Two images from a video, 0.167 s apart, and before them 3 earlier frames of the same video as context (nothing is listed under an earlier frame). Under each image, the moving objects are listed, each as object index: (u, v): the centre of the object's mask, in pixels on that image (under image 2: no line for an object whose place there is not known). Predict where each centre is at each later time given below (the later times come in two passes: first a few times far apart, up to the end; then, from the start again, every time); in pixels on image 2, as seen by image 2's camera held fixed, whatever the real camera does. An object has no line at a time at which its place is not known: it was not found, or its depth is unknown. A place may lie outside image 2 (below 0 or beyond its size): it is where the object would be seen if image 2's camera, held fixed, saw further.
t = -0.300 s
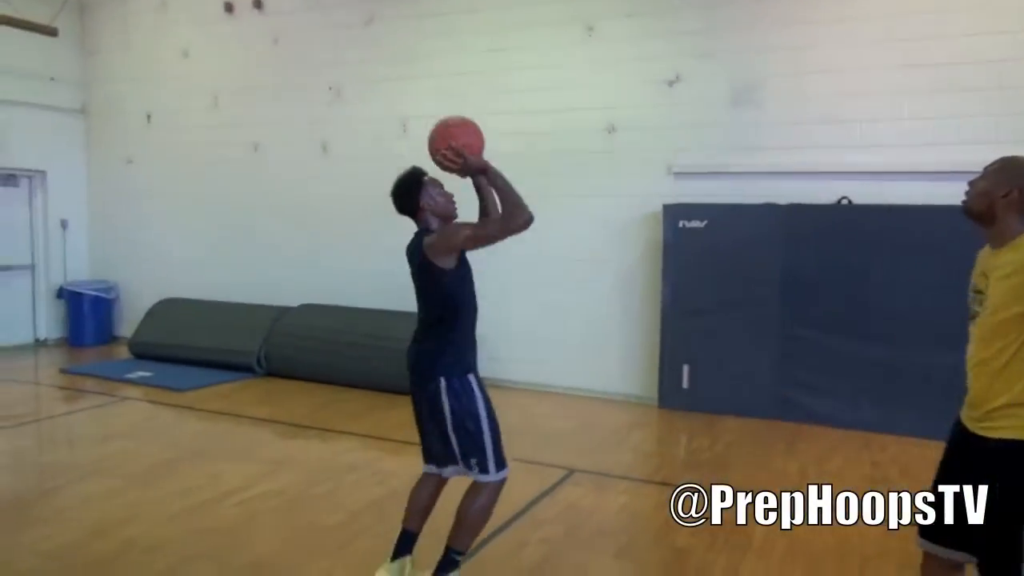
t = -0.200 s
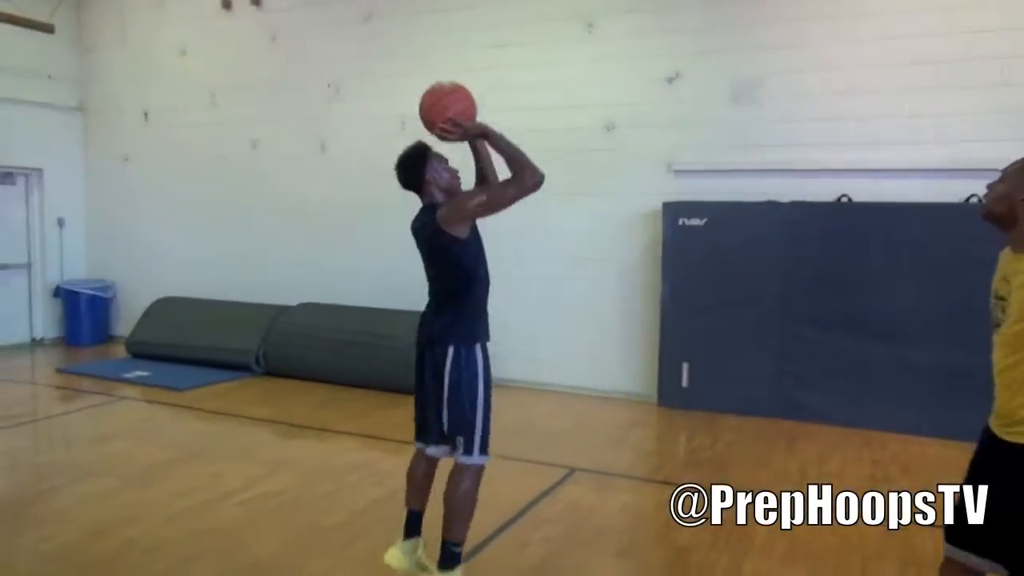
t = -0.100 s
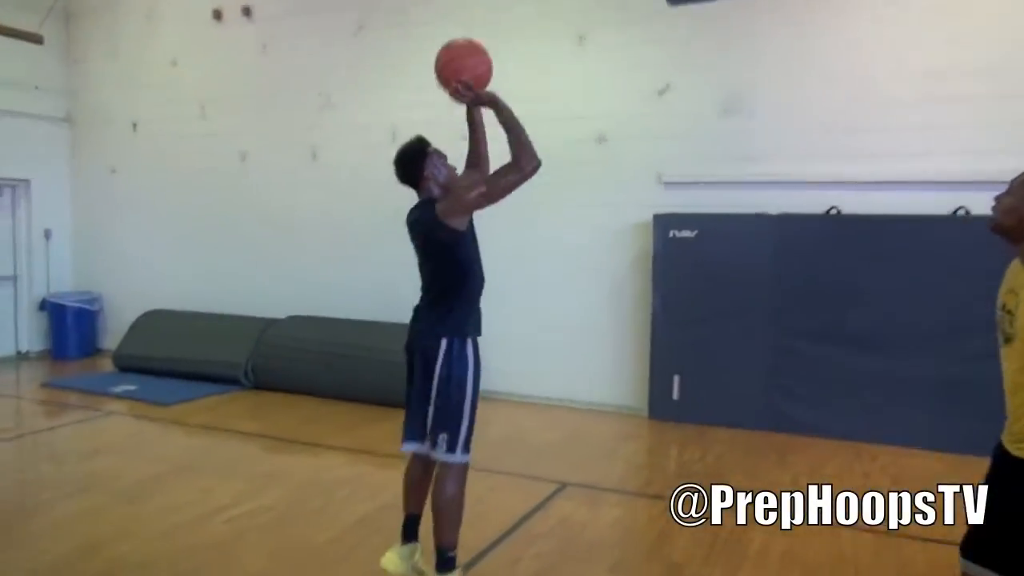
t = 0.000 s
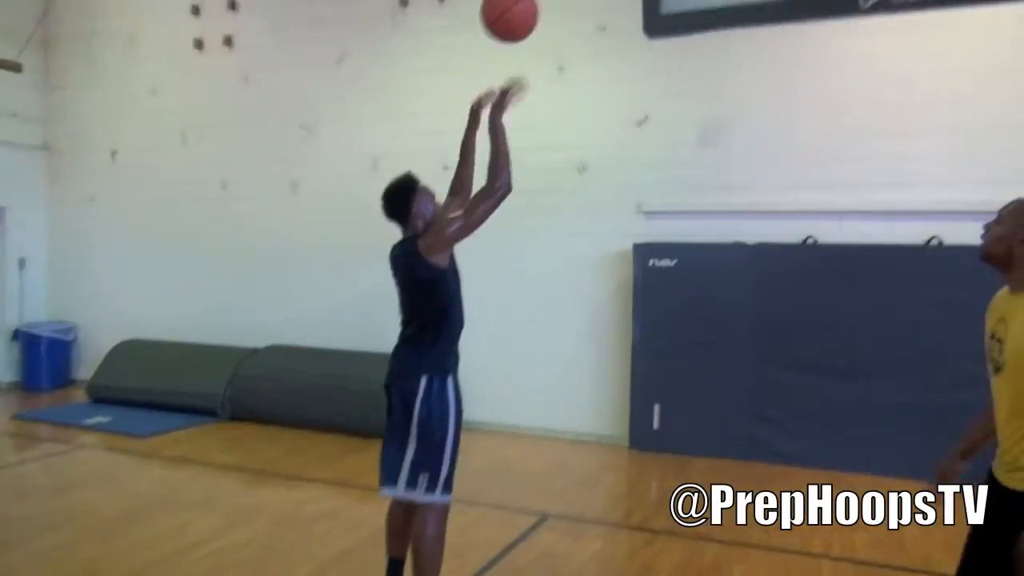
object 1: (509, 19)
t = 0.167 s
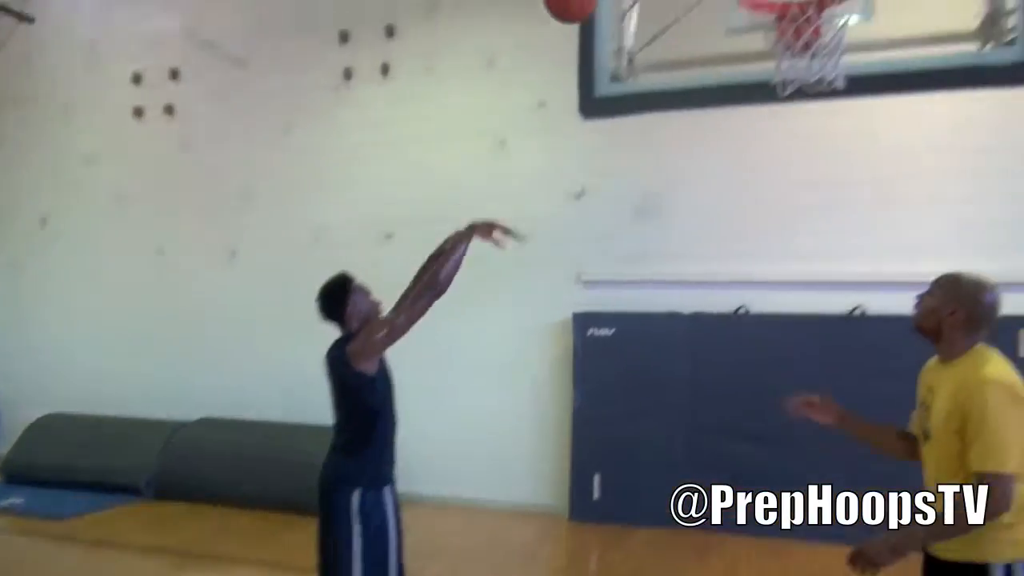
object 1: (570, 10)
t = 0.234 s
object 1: (615, -17)
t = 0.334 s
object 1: (678, -36)
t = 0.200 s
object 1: (593, -5)
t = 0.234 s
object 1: (615, -17)
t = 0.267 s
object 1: (637, -26)
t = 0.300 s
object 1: (659, -34)
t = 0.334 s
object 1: (678, -36)
